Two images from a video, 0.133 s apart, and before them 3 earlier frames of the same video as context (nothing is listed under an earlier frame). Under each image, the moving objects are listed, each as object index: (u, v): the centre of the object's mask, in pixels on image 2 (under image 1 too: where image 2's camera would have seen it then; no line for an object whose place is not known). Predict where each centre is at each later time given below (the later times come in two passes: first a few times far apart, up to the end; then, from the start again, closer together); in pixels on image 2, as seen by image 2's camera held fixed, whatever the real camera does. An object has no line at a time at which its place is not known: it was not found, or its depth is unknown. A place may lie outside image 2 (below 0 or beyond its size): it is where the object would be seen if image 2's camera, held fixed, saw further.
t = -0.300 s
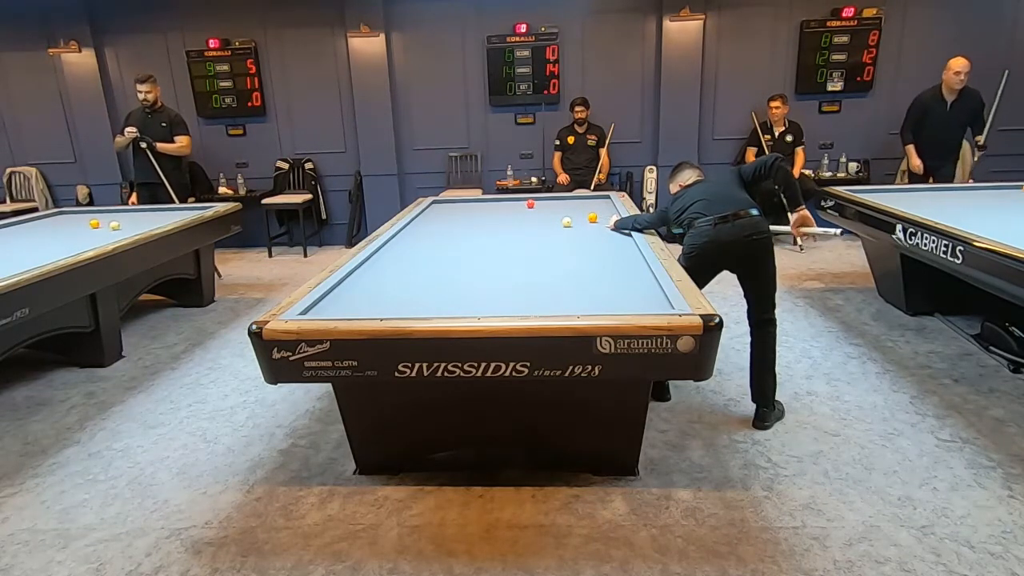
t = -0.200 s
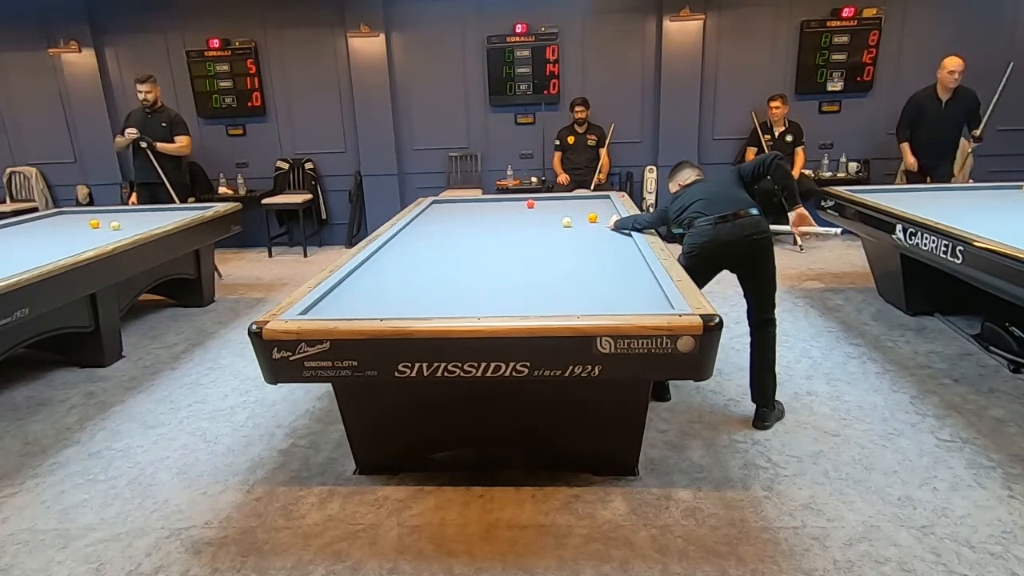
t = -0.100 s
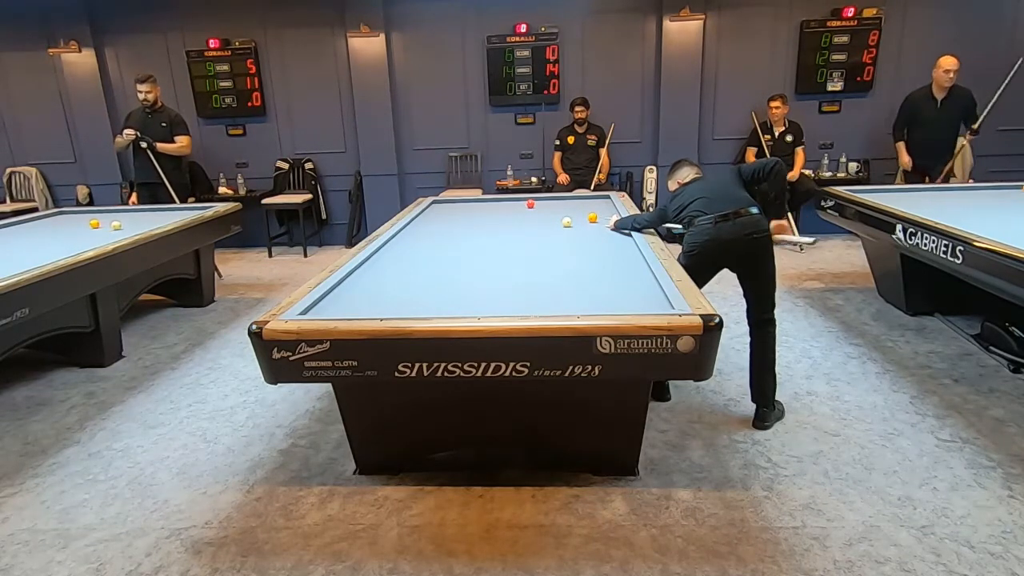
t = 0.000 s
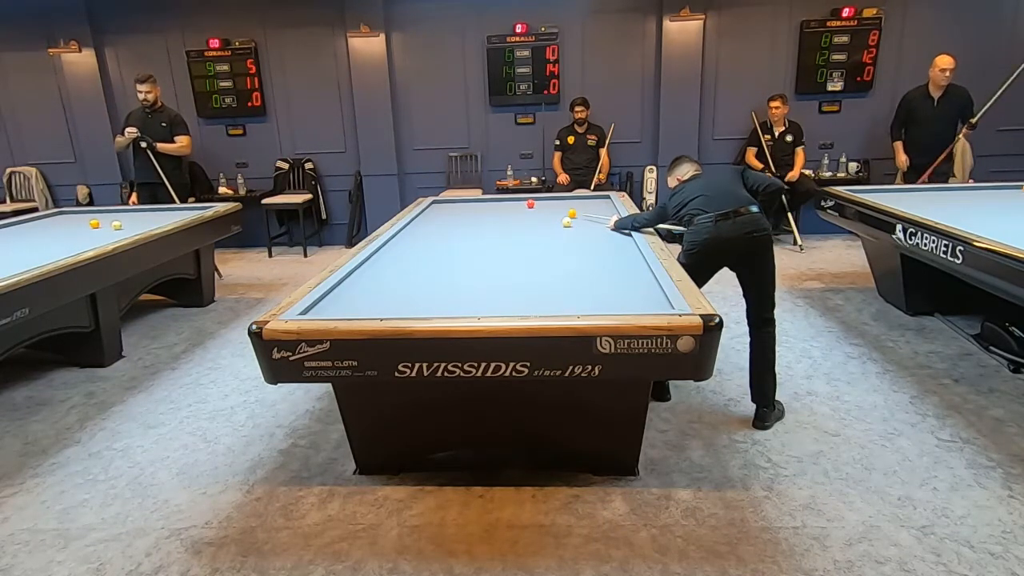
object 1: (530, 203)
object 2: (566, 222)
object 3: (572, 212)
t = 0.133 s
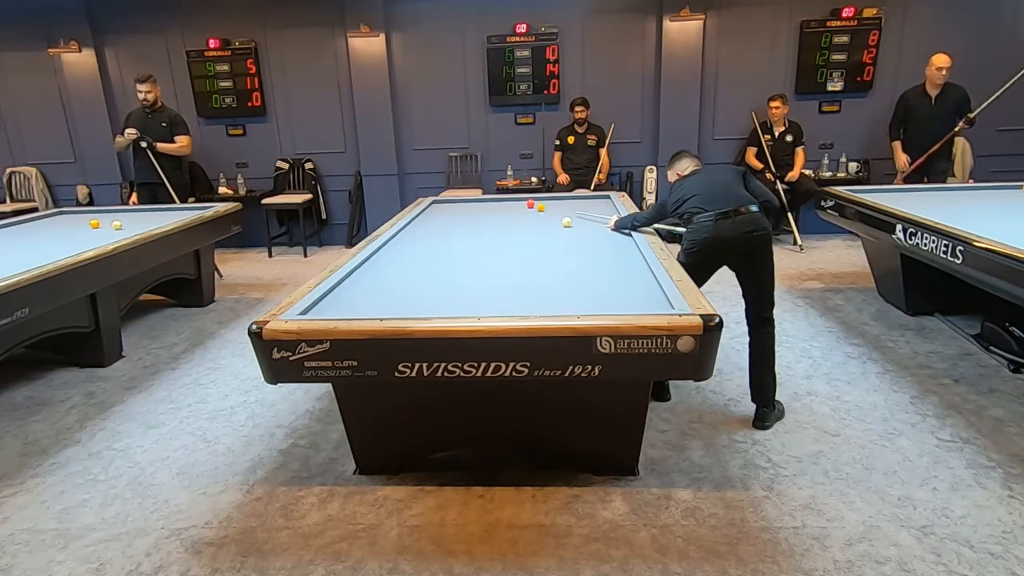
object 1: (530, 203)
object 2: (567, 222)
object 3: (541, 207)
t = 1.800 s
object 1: (480, 240)
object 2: (566, 222)
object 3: (541, 205)
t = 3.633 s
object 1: (401, 293)
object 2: (550, 227)
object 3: (564, 221)
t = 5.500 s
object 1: (416, 248)
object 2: (488, 247)
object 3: (539, 224)
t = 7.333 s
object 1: (421, 226)
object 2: (433, 266)
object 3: (535, 224)
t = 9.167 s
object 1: (422, 214)
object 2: (393, 278)
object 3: (536, 224)
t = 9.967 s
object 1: (427, 210)
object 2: (383, 281)
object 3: (536, 224)
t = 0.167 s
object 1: (528, 202)
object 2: (567, 222)
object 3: (534, 205)
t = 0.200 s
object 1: (532, 201)
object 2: (566, 222)
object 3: (527, 205)
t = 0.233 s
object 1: (530, 201)
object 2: (566, 222)
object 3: (521, 205)
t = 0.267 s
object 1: (529, 200)
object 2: (567, 222)
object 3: (515, 205)
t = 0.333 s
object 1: (528, 198)
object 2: (567, 222)
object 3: (504, 205)
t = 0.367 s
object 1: (527, 198)
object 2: (566, 222)
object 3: (498, 205)
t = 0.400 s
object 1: (526, 199)
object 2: (566, 222)
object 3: (493, 205)
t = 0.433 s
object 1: (525, 200)
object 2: (567, 222)
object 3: (487, 205)
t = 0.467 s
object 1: (524, 201)
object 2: (566, 222)
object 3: (481, 205)
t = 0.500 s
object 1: (523, 201)
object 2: (566, 222)
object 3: (476, 205)
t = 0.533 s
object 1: (522, 202)
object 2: (566, 222)
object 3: (470, 204)
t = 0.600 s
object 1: (521, 203)
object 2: (566, 222)
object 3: (459, 204)
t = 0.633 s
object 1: (520, 204)
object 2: (566, 222)
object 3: (454, 204)
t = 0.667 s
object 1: (519, 205)
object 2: (566, 222)
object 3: (449, 204)
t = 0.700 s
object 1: (518, 206)
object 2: (566, 222)
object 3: (443, 203)
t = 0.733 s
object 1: (517, 207)
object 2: (566, 222)
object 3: (438, 203)
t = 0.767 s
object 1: (516, 208)
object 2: (566, 222)
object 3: (433, 203)
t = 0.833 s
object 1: (514, 210)
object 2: (566, 222)
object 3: (442, 202)
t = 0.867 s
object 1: (513, 210)
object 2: (566, 222)
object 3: (446, 201)
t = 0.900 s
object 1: (512, 211)
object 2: (566, 222)
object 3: (451, 201)
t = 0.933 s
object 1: (511, 212)
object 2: (566, 222)
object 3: (455, 200)
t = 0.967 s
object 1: (510, 213)
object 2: (566, 222)
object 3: (459, 200)
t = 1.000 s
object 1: (509, 214)
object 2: (566, 222)
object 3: (462, 200)
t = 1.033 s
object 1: (508, 215)
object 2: (567, 222)
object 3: (466, 200)
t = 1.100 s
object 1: (506, 217)
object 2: (567, 222)
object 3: (472, 200)
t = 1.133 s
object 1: (505, 218)
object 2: (567, 222)
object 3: (475, 200)
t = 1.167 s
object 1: (504, 219)
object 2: (567, 222)
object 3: (478, 200)
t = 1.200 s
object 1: (503, 220)
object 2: (566, 222)
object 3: (482, 201)
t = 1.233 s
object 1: (502, 221)
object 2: (566, 222)
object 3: (485, 201)
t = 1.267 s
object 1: (500, 222)
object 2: (566, 222)
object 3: (488, 202)
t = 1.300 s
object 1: (499, 223)
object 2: (566, 222)
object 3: (491, 202)
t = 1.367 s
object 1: (497, 225)
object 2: (566, 222)
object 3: (497, 202)
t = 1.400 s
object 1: (496, 226)
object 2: (566, 222)
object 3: (501, 202)
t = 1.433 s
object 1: (494, 227)
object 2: (566, 222)
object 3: (504, 202)
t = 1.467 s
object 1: (493, 228)
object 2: (566, 222)
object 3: (507, 202)
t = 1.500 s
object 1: (492, 229)
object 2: (566, 222)
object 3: (510, 203)
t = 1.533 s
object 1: (491, 230)
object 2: (566, 222)
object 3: (514, 203)
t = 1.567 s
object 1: (490, 232)
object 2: (566, 222)
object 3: (517, 203)
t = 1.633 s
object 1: (486, 234)
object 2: (566, 222)
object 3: (523, 203)
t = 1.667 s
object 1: (485, 235)
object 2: (566, 222)
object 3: (527, 204)
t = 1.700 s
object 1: (484, 236)
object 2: (566, 222)
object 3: (530, 204)
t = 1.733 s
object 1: (482, 237)
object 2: (566, 222)
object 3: (534, 204)
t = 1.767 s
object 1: (481, 239)
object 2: (566, 222)
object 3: (537, 204)
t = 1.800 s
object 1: (480, 240)
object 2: (566, 222)
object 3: (541, 205)
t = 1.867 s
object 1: (477, 242)
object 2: (567, 222)
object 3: (547, 205)
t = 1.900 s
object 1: (475, 244)
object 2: (566, 222)
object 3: (551, 206)
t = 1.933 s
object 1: (474, 245)
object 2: (566, 222)
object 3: (554, 206)
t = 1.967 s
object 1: (472, 247)
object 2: (566, 222)
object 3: (558, 206)
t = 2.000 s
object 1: (470, 248)
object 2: (566, 222)
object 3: (561, 206)
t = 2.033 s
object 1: (469, 249)
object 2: (567, 222)
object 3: (565, 207)
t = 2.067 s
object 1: (467, 251)
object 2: (566, 222)
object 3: (568, 207)
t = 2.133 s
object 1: (464, 254)
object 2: (566, 222)
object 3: (575, 207)
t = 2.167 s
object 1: (462, 255)
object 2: (566, 222)
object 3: (579, 208)
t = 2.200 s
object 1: (460, 257)
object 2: (566, 221)
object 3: (583, 208)
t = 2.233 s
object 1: (458, 258)
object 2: (566, 221)
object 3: (586, 208)
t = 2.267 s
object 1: (456, 260)
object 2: (566, 222)
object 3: (590, 208)
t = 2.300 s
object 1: (454, 262)
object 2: (566, 221)
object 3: (594, 209)
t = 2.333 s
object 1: (452, 263)
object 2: (566, 222)
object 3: (597, 209)
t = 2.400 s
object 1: (449, 267)
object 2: (567, 221)
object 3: (605, 209)
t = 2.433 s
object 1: (447, 268)
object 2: (567, 221)
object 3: (609, 210)
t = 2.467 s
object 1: (444, 270)
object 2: (567, 221)
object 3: (612, 210)
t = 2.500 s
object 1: (442, 272)
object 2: (567, 221)
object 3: (613, 210)
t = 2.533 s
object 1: (440, 273)
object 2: (567, 222)
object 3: (610, 210)
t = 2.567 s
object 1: (438, 275)
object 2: (567, 222)
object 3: (608, 211)
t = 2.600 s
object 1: (436, 277)
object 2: (566, 222)
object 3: (606, 211)
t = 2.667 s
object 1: (432, 281)
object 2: (567, 222)
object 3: (603, 212)
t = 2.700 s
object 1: (429, 283)
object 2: (567, 222)
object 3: (600, 213)
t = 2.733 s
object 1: (427, 285)
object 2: (567, 222)
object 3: (599, 213)
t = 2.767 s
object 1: (424, 287)
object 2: (567, 222)
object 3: (596, 214)
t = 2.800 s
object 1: (422, 289)
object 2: (567, 222)
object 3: (595, 214)
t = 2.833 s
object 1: (420, 292)
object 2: (567, 222)
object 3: (593, 214)
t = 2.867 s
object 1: (417, 294)
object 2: (567, 222)
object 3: (591, 215)
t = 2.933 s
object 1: (412, 299)
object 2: (566, 222)
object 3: (587, 216)
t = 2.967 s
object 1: (409, 301)
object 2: (566, 222)
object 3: (585, 217)
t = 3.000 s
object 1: (406, 303)
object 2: (566, 222)
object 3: (583, 217)
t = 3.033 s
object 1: (404, 305)
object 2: (566, 222)
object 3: (581, 217)
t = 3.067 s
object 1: (401, 306)
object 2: (566, 222)
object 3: (579, 218)
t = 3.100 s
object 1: (398, 308)
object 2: (566, 222)
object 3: (577, 218)
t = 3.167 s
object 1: (394, 309)
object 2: (566, 222)
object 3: (575, 219)
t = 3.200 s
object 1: (395, 308)
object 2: (564, 222)
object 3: (573, 219)
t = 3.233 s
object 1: (396, 307)
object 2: (563, 222)
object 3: (572, 219)
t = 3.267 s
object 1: (396, 306)
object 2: (562, 223)
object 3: (571, 219)
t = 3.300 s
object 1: (397, 306)
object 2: (561, 223)
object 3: (571, 220)
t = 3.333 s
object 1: (397, 305)
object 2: (560, 224)
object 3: (570, 220)
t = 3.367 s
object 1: (398, 303)
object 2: (559, 224)
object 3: (569, 220)
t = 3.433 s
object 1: (399, 301)
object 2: (557, 225)
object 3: (567, 220)
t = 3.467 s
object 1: (399, 299)
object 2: (556, 225)
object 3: (567, 220)
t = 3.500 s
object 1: (400, 298)
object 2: (555, 225)
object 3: (566, 221)
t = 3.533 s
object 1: (400, 297)
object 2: (553, 226)
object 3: (566, 221)
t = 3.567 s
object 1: (400, 296)
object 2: (552, 226)
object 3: (565, 221)
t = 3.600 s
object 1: (401, 294)
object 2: (551, 226)
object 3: (564, 221)
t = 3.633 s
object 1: (401, 293)
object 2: (550, 227)
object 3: (564, 221)
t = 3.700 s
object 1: (402, 291)
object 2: (548, 228)
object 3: (563, 221)
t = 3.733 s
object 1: (402, 290)
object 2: (547, 228)
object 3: (562, 221)
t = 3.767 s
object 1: (403, 289)
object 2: (546, 228)
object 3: (561, 221)
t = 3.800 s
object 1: (403, 288)
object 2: (545, 228)
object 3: (561, 221)
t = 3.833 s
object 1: (403, 287)
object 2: (544, 229)
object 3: (560, 221)
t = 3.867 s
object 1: (404, 286)
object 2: (543, 229)
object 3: (560, 221)
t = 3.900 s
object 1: (404, 285)
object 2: (541, 230)
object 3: (559, 222)
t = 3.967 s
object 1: (405, 283)
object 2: (539, 231)
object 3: (558, 222)
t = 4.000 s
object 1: (405, 282)
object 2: (538, 231)
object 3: (557, 222)
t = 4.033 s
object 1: (405, 281)
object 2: (537, 231)
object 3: (557, 222)
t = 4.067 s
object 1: (406, 280)
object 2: (536, 232)
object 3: (556, 222)
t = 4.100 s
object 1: (406, 279)
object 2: (534, 232)
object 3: (556, 222)
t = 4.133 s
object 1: (407, 278)
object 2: (533, 232)
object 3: (556, 222)
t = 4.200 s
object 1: (407, 276)
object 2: (531, 233)
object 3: (555, 222)
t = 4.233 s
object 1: (407, 275)
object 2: (530, 234)
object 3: (554, 222)
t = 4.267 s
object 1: (408, 274)
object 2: (529, 234)
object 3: (553, 222)
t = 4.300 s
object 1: (408, 273)
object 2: (528, 234)
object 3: (553, 222)
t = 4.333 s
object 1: (408, 272)
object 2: (527, 235)
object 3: (552, 222)
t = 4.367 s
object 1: (409, 271)
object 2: (526, 235)
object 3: (552, 222)
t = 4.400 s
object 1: (409, 271)
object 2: (524, 235)
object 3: (552, 222)
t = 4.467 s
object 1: (410, 269)
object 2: (522, 236)
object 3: (550, 222)
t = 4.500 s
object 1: (410, 268)
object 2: (521, 236)
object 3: (550, 222)
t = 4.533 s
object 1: (410, 267)
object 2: (520, 237)
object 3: (549, 222)
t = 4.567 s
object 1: (410, 266)
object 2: (519, 237)
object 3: (549, 222)
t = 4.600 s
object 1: (411, 266)
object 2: (518, 238)
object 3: (549, 222)
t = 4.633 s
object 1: (411, 265)
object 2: (517, 238)
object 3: (548, 222)
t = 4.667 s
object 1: (411, 264)
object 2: (516, 238)
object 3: (548, 222)
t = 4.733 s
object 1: (411, 263)
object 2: (513, 239)
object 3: (547, 223)
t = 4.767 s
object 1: (412, 262)
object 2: (512, 239)
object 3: (547, 223)
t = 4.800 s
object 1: (412, 261)
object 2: (511, 240)
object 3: (546, 223)
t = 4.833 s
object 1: (412, 261)
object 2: (510, 240)
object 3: (546, 223)
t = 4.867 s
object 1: (412, 260)
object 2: (509, 241)
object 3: (545, 223)
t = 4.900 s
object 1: (412, 259)
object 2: (508, 241)
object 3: (545, 223)
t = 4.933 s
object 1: (413, 258)
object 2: (506, 241)
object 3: (545, 223)
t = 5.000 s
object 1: (413, 257)
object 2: (505, 242)
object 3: (544, 223)
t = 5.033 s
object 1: (413, 256)
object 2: (503, 242)
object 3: (544, 223)
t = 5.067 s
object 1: (414, 256)
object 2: (502, 243)
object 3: (543, 223)
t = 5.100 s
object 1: (414, 255)
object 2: (501, 243)
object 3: (543, 223)
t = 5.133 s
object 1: (414, 254)
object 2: (500, 244)
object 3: (543, 223)
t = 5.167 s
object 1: (414, 254)
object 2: (499, 244)
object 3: (542, 224)
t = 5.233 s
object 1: (415, 253)
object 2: (497, 245)
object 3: (542, 224)
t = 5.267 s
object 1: (415, 252)
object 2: (496, 245)
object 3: (541, 224)
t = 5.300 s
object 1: (415, 251)
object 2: (495, 245)
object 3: (541, 224)
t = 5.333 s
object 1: (415, 251)
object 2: (494, 246)
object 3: (541, 224)
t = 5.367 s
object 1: (415, 250)
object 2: (493, 246)
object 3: (541, 224)
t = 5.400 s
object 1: (416, 250)
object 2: (491, 246)
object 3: (540, 224)
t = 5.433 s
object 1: (416, 249)
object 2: (490, 247)
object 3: (540, 224)
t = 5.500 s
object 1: (416, 248)
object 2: (488, 247)
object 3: (539, 224)
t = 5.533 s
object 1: (416, 247)
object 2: (487, 248)
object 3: (539, 224)
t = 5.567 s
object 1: (416, 247)
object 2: (486, 248)
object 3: (539, 224)
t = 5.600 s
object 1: (417, 246)
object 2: (485, 249)
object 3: (539, 224)
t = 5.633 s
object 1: (417, 246)
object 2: (484, 249)
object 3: (539, 224)
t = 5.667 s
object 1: (417, 245)
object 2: (483, 249)
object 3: (539, 224)
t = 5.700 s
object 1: (417, 245)
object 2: (482, 250)
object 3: (538, 224)
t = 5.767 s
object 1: (417, 244)
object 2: (479, 250)
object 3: (538, 224)
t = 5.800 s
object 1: (417, 243)
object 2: (478, 251)
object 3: (538, 224)
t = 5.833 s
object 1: (417, 243)
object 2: (477, 251)
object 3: (538, 224)
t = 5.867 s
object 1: (417, 243)
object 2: (476, 251)
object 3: (537, 224)
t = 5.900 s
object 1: (417, 242)
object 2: (475, 252)
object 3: (537, 224)
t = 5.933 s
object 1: (418, 241)
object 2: (474, 252)
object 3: (537, 224)
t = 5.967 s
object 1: (418, 241)
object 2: (473, 252)
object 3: (537, 224)
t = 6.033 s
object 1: (418, 240)
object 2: (471, 253)
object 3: (537, 224)
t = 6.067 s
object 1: (418, 240)
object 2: (470, 253)
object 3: (537, 224)
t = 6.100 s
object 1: (418, 239)
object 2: (469, 254)
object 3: (537, 224)
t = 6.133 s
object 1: (418, 239)
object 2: (468, 254)
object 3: (536, 224)
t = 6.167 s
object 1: (418, 238)
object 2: (467, 255)
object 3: (536, 224)
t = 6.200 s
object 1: (418, 238)
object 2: (466, 255)
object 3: (536, 224)
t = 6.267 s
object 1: (419, 237)
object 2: (464, 255)
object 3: (536, 224)
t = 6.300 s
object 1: (419, 237)
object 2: (463, 256)
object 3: (536, 224)
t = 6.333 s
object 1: (419, 236)
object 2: (462, 256)
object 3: (536, 224)
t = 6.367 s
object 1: (419, 236)
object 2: (461, 257)
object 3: (536, 224)
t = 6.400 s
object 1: (419, 236)
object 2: (460, 257)
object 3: (536, 224)
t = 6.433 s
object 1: (419, 235)
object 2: (459, 257)
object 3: (536, 224)
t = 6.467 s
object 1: (419, 235)
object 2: (458, 257)
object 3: (536, 224)
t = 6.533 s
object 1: (419, 234)
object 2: (456, 258)
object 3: (536, 224)
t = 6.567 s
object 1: (419, 233)
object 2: (454, 259)
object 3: (536, 224)
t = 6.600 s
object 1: (420, 233)
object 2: (453, 259)
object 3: (536, 224)
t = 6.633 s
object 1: (420, 233)
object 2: (453, 259)
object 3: (536, 224)
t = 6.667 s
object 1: (420, 232)
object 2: (452, 259)
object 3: (536, 224)
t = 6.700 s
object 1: (420, 232)
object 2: (450, 260)
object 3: (536, 224)
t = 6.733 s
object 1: (420, 231)
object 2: (450, 260)
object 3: (536, 224)
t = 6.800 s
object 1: (420, 231)
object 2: (448, 261)
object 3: (536, 224)
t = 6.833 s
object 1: (420, 230)
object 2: (447, 261)
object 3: (536, 224)
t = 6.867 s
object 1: (420, 230)
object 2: (446, 261)
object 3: (536, 224)
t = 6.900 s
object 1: (420, 230)
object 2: (445, 262)
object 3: (536, 224)
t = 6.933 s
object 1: (420, 229)
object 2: (444, 262)
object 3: (536, 224)
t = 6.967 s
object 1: (420, 229)
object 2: (443, 262)
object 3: (536, 224)
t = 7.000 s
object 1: (420, 229)
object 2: (442, 263)
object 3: (536, 224)
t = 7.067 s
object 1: (420, 228)
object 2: (440, 263)
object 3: (535, 224)
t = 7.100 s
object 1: (420, 228)
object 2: (439, 264)
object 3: (535, 224)
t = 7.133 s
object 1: (420, 228)
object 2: (438, 264)
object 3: (536, 224)
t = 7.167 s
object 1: (421, 227)
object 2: (437, 264)
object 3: (536, 224)
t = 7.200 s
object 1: (421, 227)
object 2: (437, 264)
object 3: (536, 224)
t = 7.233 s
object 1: (421, 227)
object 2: (436, 265)
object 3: (535, 224)
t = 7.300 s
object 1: (421, 226)
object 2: (434, 265)
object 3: (535, 224)
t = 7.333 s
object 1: (421, 226)
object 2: (433, 266)
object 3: (535, 224)
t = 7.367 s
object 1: (421, 225)
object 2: (432, 266)
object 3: (536, 224)
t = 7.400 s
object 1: (421, 225)
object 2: (431, 266)
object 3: (535, 224)
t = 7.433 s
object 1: (421, 225)
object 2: (430, 266)
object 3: (535, 224)
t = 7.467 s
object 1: (421, 225)
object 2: (429, 267)
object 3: (536, 224)
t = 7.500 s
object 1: (421, 224)
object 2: (428, 267)
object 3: (535, 224)
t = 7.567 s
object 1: (421, 224)
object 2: (427, 267)
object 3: (535, 224)
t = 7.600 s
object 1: (421, 223)
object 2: (426, 267)
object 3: (535, 224)
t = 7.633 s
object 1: (421, 223)
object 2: (425, 268)
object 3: (536, 224)
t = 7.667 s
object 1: (421, 223)
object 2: (424, 268)
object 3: (535, 224)
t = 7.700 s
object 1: (421, 223)
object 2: (423, 268)
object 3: (535, 224)
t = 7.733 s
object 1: (421, 223)
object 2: (422, 268)
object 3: (536, 224)
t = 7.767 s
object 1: (421, 222)
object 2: (422, 269)
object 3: (536, 224)
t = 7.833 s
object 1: (421, 222)
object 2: (420, 269)
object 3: (536, 224)
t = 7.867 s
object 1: (421, 222)
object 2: (419, 270)
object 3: (536, 224)
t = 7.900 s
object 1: (421, 222)
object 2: (418, 270)
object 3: (535, 224)
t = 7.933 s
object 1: (421, 221)
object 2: (417, 270)
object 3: (535, 224)
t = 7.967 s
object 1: (421, 221)
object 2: (417, 270)
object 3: (535, 224)
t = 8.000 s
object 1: (421, 221)
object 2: (416, 271)
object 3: (536, 224)
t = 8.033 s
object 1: (421, 220)
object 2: (415, 271)
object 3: (536, 224)
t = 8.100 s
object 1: (421, 220)
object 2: (414, 272)
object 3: (536, 224)
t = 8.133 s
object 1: (421, 220)
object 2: (413, 272)
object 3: (536, 224)
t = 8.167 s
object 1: (421, 220)
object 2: (412, 272)
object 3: (536, 224)
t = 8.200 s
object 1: (421, 219)
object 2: (412, 272)
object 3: (536, 224)
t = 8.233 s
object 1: (421, 219)
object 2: (411, 273)
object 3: (536, 224)
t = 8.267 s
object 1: (421, 219)
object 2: (410, 273)
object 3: (536, 224)
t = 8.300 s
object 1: (421, 218)
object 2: (409, 273)
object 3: (536, 224)
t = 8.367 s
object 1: (421, 218)
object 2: (408, 273)
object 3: (536, 224)
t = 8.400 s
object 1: (421, 218)
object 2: (407, 274)
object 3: (536, 224)
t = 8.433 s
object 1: (421, 217)
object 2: (407, 274)
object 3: (536, 224)
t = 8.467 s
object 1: (421, 217)
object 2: (406, 274)
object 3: (536, 224)
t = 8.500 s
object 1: (421, 217)
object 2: (405, 274)
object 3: (536, 224)
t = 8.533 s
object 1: (421, 217)
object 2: (405, 274)
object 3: (536, 224)
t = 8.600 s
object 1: (421, 217)
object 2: (403, 275)
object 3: (536, 224)
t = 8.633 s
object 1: (421, 216)
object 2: (403, 275)
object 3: (536, 224)
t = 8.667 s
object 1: (421, 216)
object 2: (402, 275)
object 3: (536, 224)
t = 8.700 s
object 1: (421, 216)
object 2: (401, 275)
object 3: (536, 224)
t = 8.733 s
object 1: (421, 216)
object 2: (401, 276)
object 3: (536, 224)
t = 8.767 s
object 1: (421, 216)
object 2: (400, 276)
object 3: (536, 224)
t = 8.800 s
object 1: (421, 215)
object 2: (399, 276)
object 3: (536, 224)
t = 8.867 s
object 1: (421, 215)
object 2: (398, 277)
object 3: (536, 224)
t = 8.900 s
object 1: (421, 215)
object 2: (398, 277)
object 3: (536, 224)
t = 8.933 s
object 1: (421, 215)
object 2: (397, 277)
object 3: (536, 224)
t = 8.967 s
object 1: (421, 215)
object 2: (397, 277)
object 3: (536, 224)
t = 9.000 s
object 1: (421, 215)
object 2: (396, 277)
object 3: (536, 224)
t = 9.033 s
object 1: (421, 214)
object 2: (395, 277)
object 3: (536, 224)
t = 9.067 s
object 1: (421, 214)
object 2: (395, 278)
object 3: (536, 224)
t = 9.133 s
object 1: (421, 214)
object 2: (394, 278)
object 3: (536, 224)
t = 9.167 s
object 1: (422, 214)
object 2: (393, 278)
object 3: (536, 224)
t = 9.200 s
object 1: (422, 214)
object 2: (393, 278)
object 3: (536, 224)
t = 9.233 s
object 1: (422, 213)
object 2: (392, 278)
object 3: (536, 224)
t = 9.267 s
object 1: (422, 213)
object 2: (392, 279)
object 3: (536, 224)
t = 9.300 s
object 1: (422, 213)
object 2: (391, 279)
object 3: (536, 224)
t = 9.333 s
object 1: (423, 213)
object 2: (391, 279)
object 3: (536, 224)
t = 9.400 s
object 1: (423, 212)
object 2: (390, 280)
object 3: (536, 224)
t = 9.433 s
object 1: (424, 212)
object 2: (389, 280)
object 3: (536, 224)
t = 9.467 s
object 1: (424, 212)
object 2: (389, 280)
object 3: (536, 224)
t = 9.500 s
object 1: (424, 212)
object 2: (389, 280)
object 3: (536, 224)
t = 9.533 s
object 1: (425, 212)
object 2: (388, 280)
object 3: (536, 224)
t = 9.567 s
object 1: (425, 212)
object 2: (388, 280)
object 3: (536, 224)
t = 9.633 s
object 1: (425, 211)
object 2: (387, 280)
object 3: (536, 224)
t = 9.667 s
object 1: (425, 211)
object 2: (387, 280)
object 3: (536, 224)
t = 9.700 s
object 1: (426, 211)
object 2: (386, 281)
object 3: (536, 224)
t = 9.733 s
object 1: (426, 211)
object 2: (386, 281)
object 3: (536, 224)
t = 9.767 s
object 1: (426, 211)
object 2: (385, 281)
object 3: (536, 224)
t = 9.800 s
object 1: (426, 211)
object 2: (385, 281)
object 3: (536, 224)
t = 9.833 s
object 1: (426, 210)
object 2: (385, 281)
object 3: (536, 224)
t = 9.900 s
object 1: (427, 210)
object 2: (384, 281)
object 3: (536, 224)
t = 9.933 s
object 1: (427, 210)
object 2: (384, 281)
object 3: (536, 224)
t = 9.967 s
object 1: (427, 210)
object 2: (383, 281)
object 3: (536, 224)
